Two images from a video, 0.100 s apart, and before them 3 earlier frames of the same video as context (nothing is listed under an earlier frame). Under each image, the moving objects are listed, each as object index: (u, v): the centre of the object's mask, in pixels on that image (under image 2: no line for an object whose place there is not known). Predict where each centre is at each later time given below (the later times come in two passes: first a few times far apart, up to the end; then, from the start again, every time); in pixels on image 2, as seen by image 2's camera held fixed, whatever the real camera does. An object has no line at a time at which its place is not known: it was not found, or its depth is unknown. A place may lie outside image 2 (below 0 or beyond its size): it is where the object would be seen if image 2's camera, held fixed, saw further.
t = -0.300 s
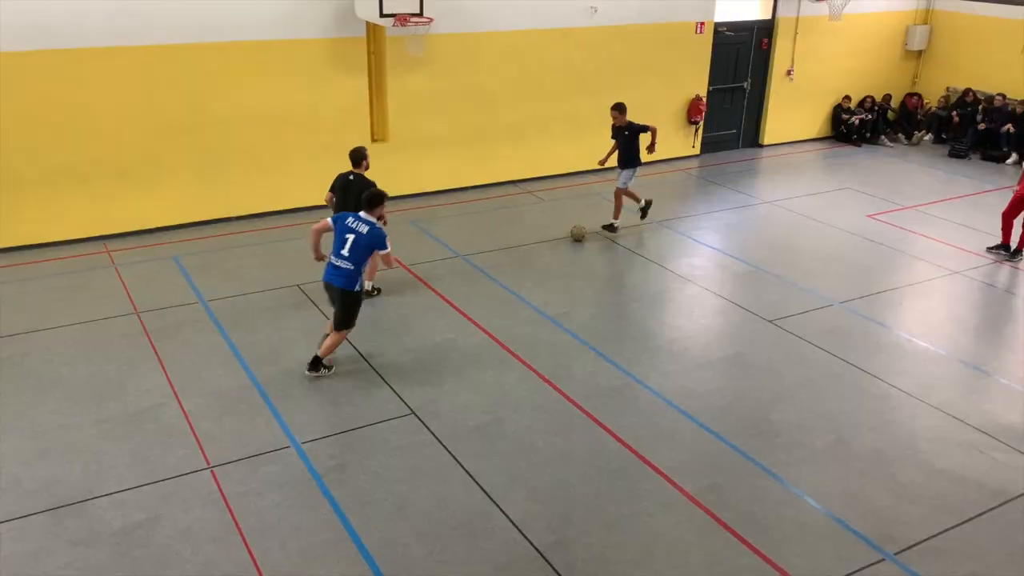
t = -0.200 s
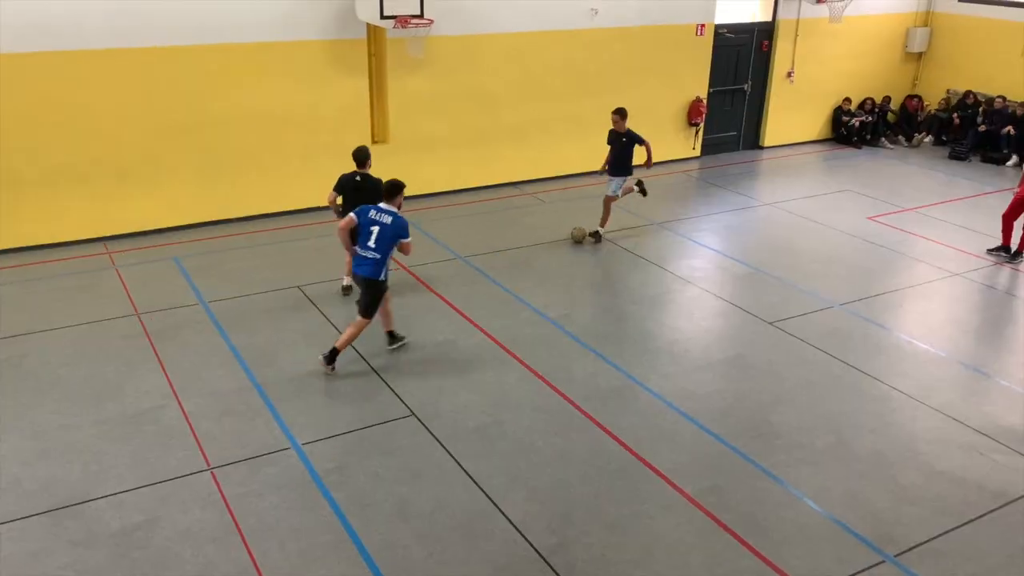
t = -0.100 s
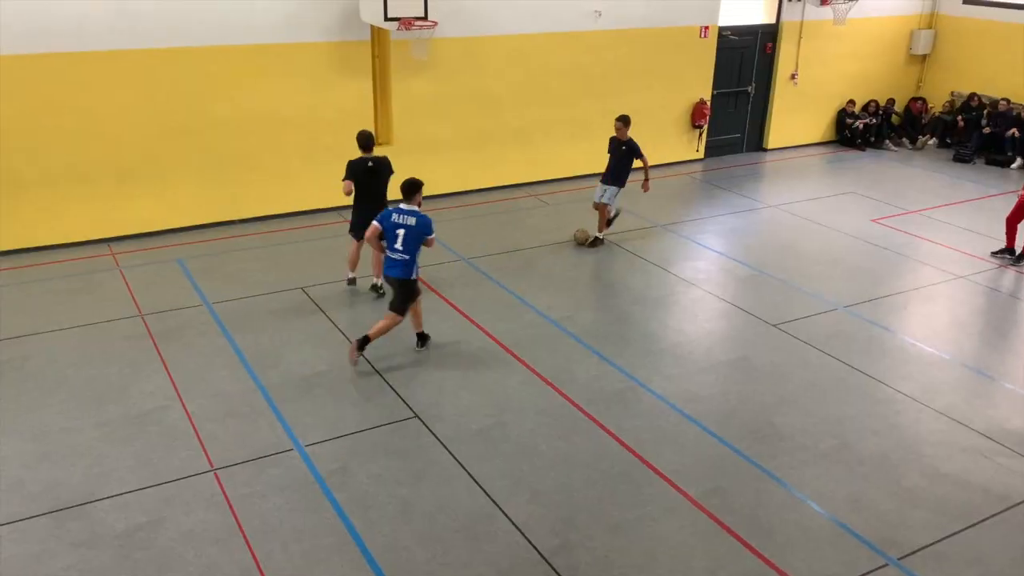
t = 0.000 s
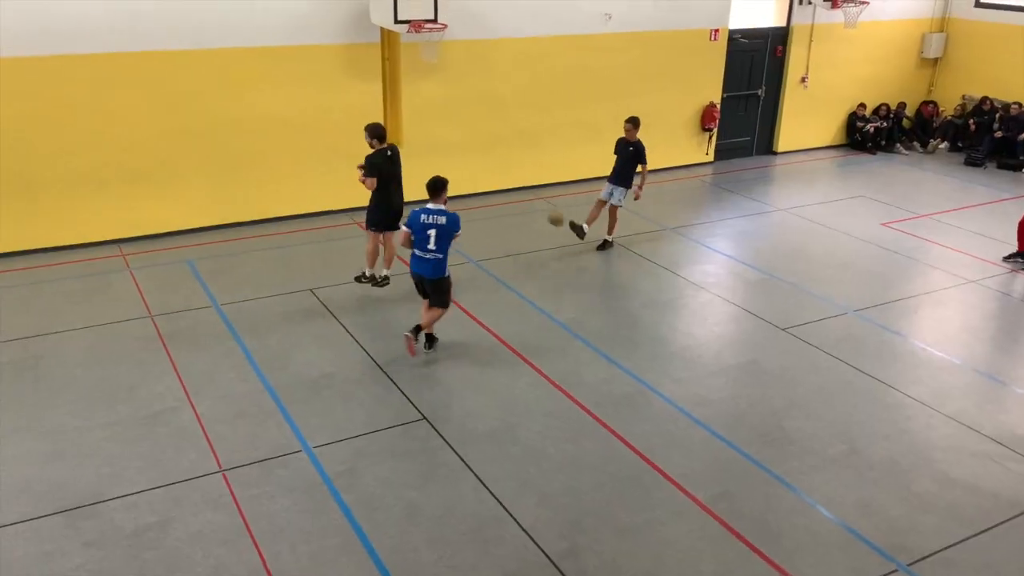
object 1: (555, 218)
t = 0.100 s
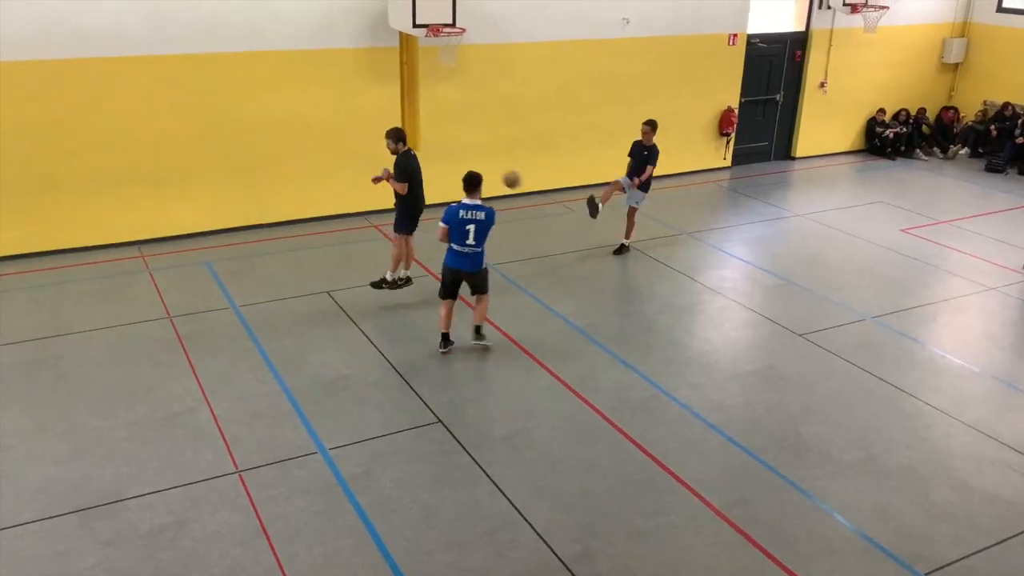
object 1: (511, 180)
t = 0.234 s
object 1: (412, 121)
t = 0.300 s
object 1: (354, 91)
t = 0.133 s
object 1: (489, 164)
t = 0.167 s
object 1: (465, 151)
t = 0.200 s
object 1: (440, 136)
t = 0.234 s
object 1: (412, 121)
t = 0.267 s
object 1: (385, 106)
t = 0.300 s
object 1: (354, 91)
